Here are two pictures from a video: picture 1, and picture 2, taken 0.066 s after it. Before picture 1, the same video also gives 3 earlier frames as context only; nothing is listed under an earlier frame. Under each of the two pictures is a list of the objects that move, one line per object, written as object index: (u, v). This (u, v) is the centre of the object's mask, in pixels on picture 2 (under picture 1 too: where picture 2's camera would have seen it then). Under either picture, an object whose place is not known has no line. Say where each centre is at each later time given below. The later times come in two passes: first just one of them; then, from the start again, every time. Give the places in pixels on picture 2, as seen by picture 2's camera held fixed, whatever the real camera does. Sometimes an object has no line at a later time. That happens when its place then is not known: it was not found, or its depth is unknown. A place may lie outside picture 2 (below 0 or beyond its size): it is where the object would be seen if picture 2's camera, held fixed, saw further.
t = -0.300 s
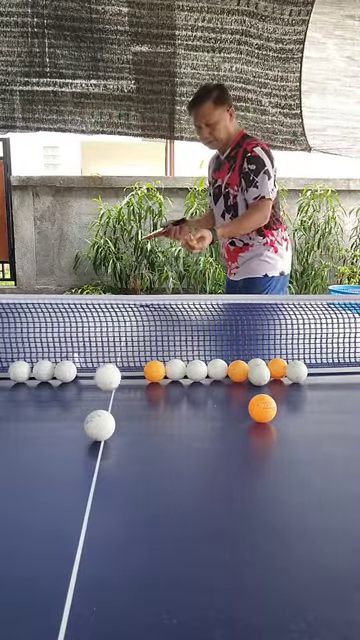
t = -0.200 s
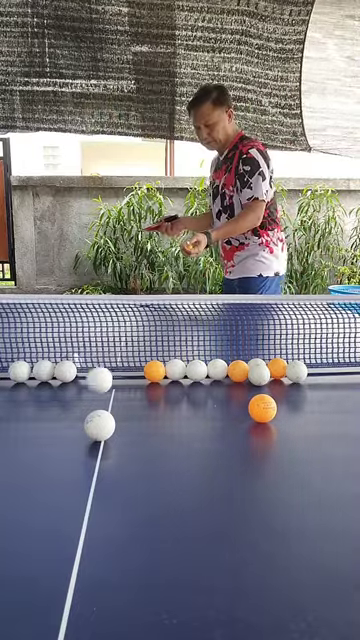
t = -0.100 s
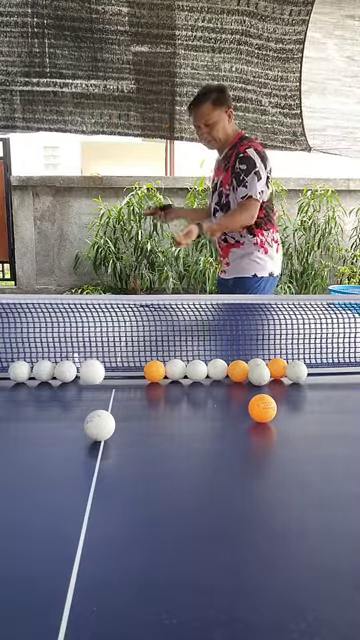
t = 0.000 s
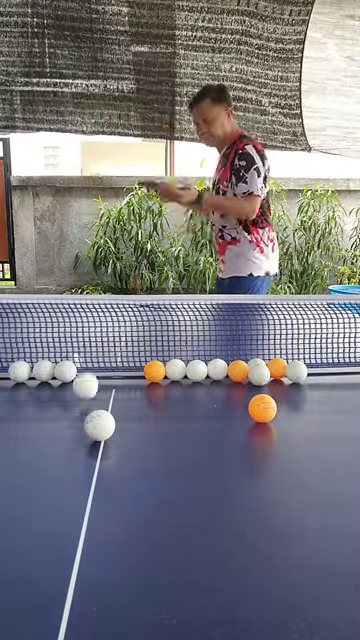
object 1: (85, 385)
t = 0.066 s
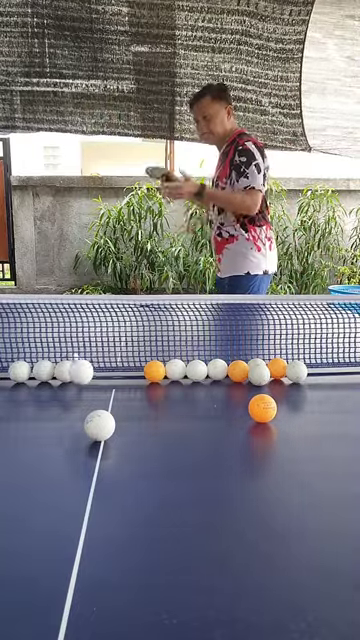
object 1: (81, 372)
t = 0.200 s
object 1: (74, 379)
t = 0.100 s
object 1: (79, 370)
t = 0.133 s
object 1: (76, 372)
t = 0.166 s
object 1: (75, 383)
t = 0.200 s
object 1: (74, 379)
